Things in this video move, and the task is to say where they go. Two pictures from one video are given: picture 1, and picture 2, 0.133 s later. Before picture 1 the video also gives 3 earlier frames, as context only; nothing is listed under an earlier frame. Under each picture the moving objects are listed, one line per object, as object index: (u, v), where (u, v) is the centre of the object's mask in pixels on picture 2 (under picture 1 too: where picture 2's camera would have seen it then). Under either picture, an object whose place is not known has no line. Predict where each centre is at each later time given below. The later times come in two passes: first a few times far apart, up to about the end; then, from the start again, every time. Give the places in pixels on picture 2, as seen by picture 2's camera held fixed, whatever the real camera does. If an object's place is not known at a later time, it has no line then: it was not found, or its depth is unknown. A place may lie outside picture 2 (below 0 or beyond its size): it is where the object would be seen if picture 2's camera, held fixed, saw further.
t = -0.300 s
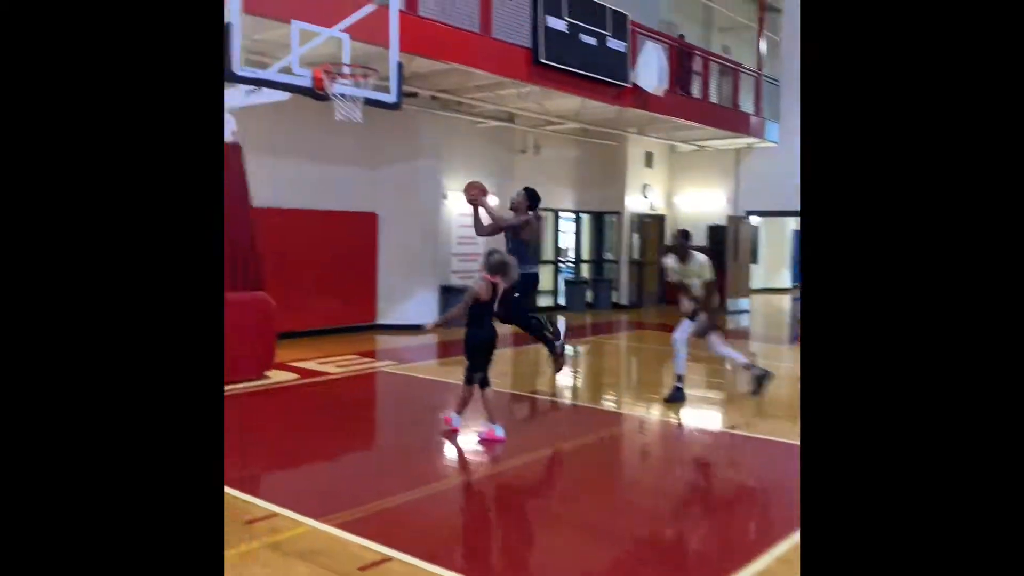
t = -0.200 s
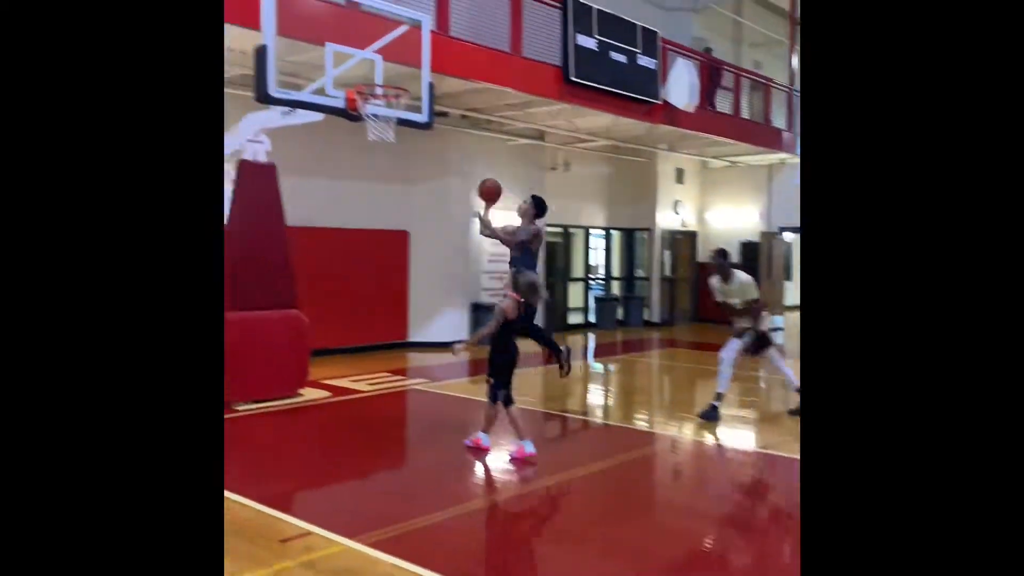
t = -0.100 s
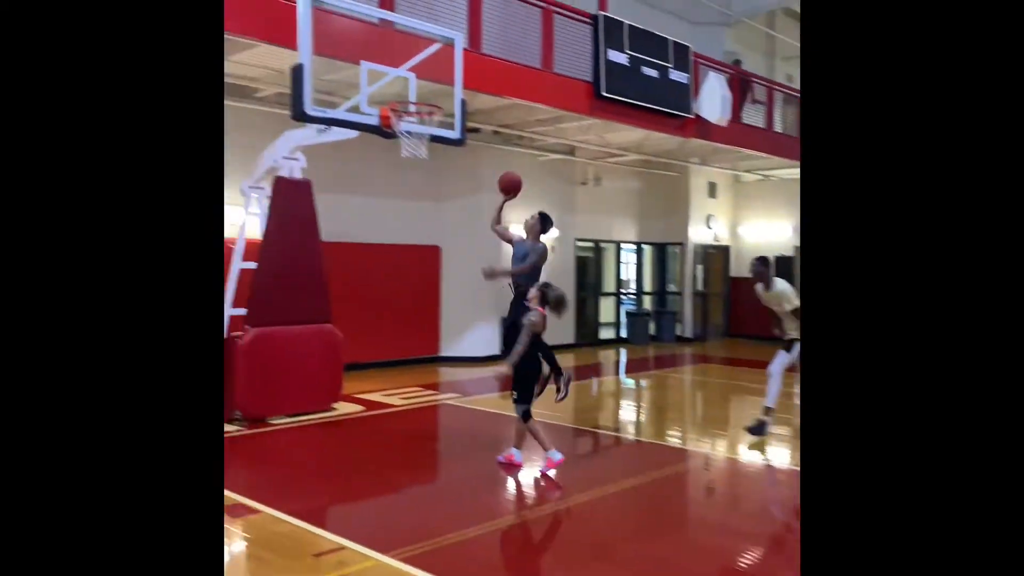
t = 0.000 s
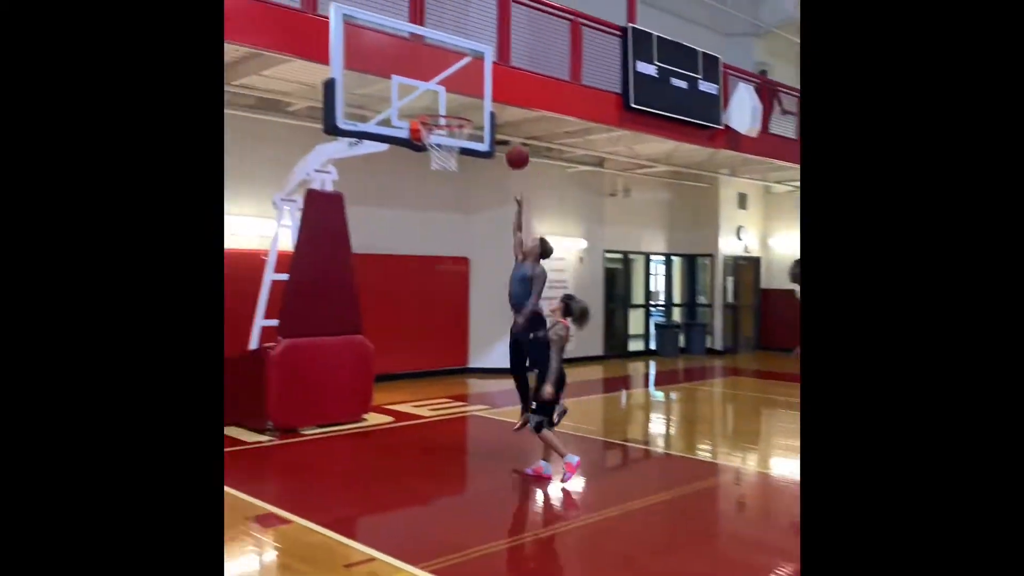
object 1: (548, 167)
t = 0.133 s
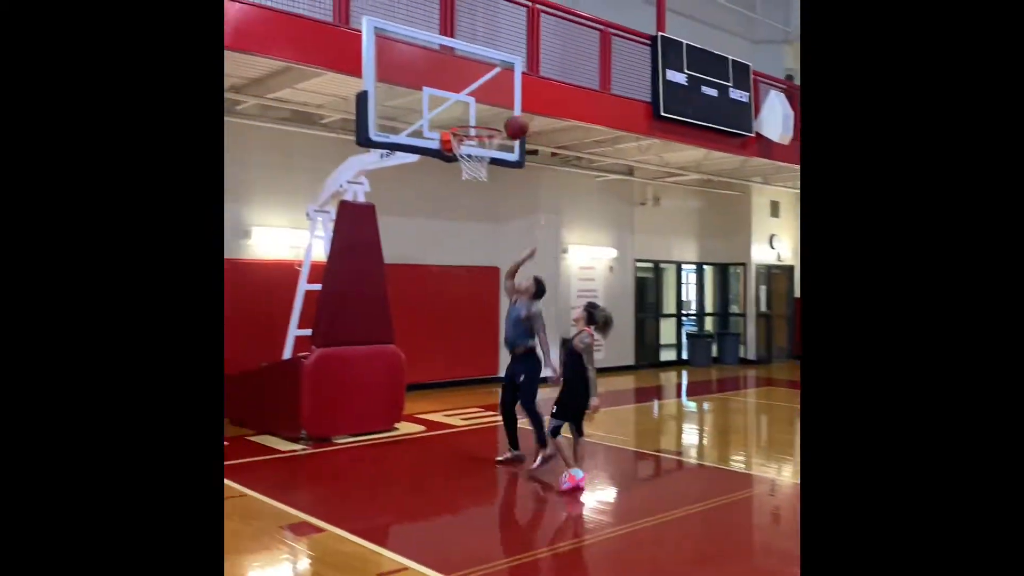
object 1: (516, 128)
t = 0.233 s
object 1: (492, 110)
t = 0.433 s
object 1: (483, 107)
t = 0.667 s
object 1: (478, 154)
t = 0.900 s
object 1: (472, 235)
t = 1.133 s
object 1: (466, 365)
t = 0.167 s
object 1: (507, 121)
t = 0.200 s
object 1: (500, 115)
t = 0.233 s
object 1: (492, 110)
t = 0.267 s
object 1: (485, 106)
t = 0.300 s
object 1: (484, 105)
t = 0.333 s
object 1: (484, 104)
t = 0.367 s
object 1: (483, 104)
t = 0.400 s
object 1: (483, 105)
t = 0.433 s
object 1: (483, 107)
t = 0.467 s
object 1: (482, 111)
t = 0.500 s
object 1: (482, 115)
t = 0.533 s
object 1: (481, 119)
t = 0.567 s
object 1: (482, 130)
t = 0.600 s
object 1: (481, 139)
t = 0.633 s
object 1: (479, 146)
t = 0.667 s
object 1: (478, 154)
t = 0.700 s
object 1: (477, 165)
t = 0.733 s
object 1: (477, 179)
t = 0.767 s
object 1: (475, 185)
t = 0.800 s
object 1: (475, 195)
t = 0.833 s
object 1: (474, 208)
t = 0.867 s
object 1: (473, 221)
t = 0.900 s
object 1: (472, 235)
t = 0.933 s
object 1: (471, 251)
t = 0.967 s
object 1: (470, 267)
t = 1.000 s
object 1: (469, 285)
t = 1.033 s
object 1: (468, 303)
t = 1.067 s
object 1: (468, 323)
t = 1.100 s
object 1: (467, 343)
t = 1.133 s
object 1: (466, 365)
